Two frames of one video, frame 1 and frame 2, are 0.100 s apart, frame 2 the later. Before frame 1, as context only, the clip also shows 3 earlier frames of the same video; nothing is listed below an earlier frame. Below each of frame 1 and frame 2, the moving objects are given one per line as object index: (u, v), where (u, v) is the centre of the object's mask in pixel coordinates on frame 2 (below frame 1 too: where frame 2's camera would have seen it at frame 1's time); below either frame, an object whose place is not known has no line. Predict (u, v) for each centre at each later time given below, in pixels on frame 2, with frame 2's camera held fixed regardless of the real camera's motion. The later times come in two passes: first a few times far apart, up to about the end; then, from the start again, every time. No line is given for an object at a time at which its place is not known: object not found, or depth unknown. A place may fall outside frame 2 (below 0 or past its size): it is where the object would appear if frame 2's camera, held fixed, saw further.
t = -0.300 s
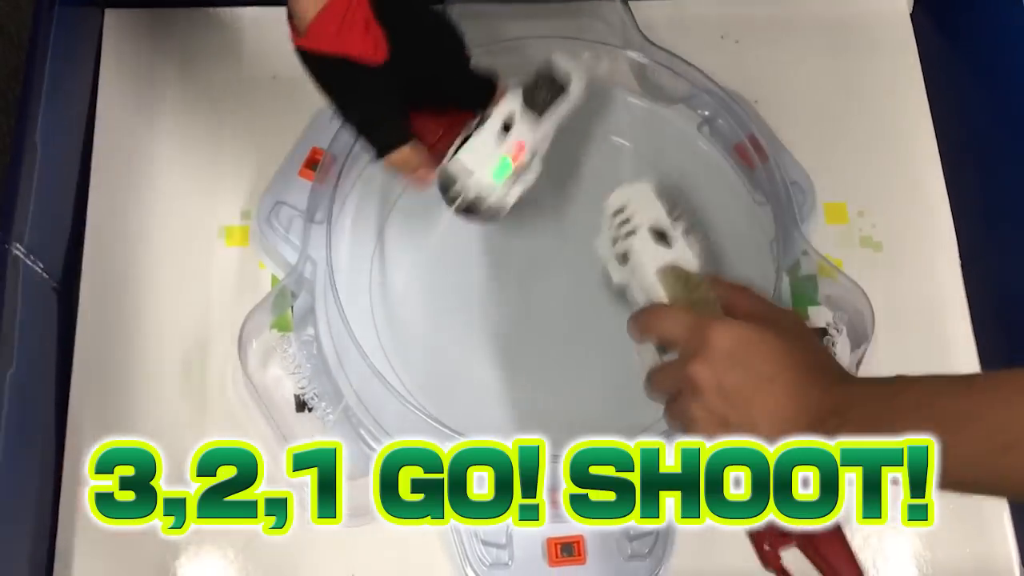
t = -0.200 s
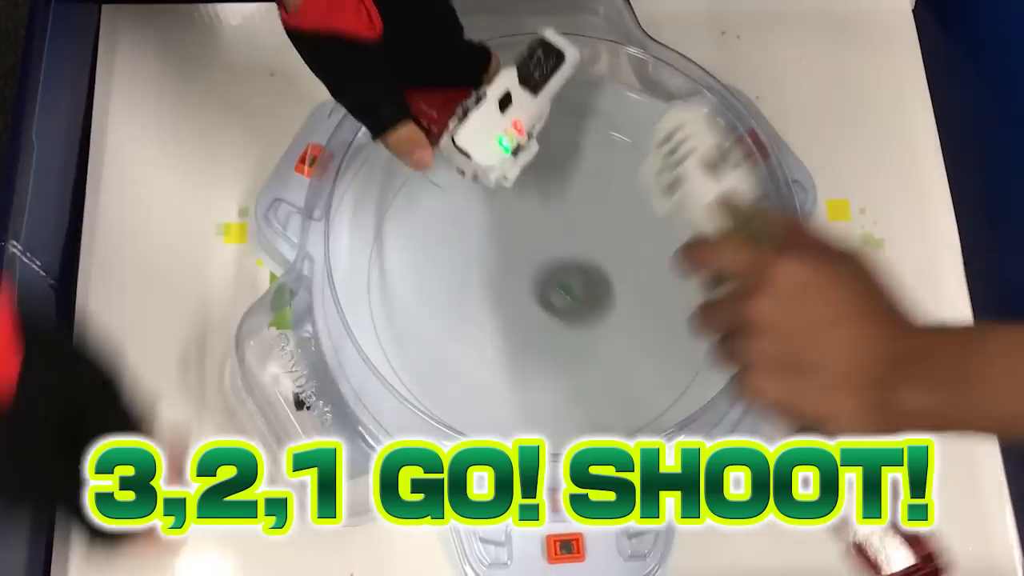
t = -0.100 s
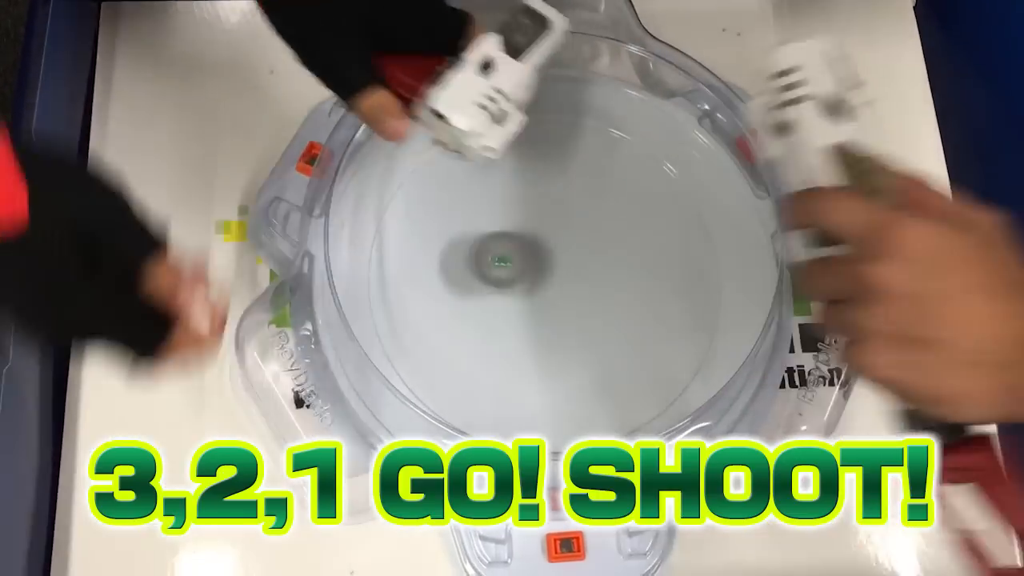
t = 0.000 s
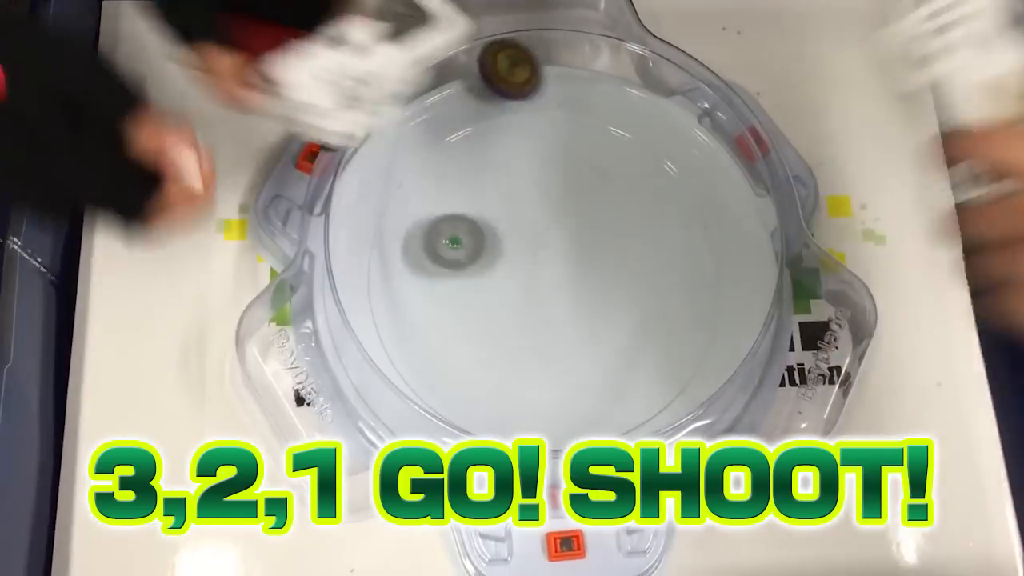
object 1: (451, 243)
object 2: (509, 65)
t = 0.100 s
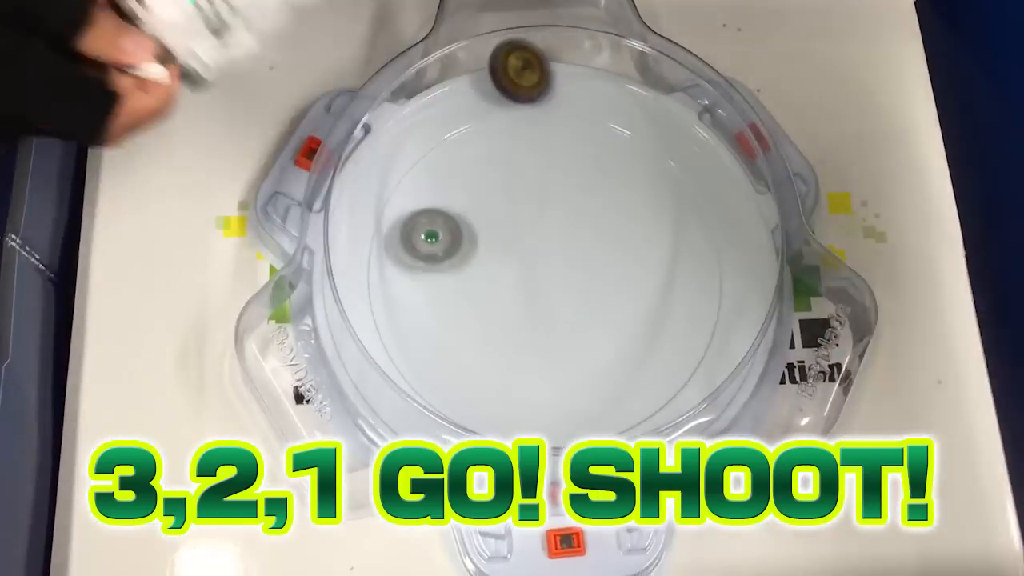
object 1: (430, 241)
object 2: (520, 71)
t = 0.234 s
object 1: (433, 263)
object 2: (525, 104)
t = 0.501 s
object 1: (493, 322)
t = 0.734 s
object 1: (522, 332)
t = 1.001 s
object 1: (531, 253)
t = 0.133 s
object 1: (428, 243)
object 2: (522, 77)
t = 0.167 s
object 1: (428, 248)
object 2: (524, 84)
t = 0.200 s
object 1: (430, 255)
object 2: (525, 92)
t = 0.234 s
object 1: (433, 263)
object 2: (525, 104)
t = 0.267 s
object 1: (438, 272)
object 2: (524, 118)
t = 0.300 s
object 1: (443, 283)
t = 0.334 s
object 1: (450, 293)
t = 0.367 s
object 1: (457, 302)
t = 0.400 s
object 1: (465, 310)
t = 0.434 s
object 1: (474, 317)
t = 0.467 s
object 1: (483, 320)
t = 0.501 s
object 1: (493, 322)
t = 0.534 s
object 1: (498, 329)
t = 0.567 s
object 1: (498, 338)
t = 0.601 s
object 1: (498, 344)
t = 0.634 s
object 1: (502, 346)
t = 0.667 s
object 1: (509, 345)
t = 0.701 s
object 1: (516, 339)
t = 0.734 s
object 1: (522, 332)
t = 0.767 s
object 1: (529, 323)
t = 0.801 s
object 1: (534, 312)
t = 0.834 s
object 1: (537, 301)
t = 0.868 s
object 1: (540, 290)
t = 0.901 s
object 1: (539, 280)
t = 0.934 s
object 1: (538, 270)
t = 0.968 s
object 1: (536, 261)
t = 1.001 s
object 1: (531, 253)
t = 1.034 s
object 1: (526, 246)
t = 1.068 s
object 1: (521, 239)
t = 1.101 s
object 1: (514, 234)
